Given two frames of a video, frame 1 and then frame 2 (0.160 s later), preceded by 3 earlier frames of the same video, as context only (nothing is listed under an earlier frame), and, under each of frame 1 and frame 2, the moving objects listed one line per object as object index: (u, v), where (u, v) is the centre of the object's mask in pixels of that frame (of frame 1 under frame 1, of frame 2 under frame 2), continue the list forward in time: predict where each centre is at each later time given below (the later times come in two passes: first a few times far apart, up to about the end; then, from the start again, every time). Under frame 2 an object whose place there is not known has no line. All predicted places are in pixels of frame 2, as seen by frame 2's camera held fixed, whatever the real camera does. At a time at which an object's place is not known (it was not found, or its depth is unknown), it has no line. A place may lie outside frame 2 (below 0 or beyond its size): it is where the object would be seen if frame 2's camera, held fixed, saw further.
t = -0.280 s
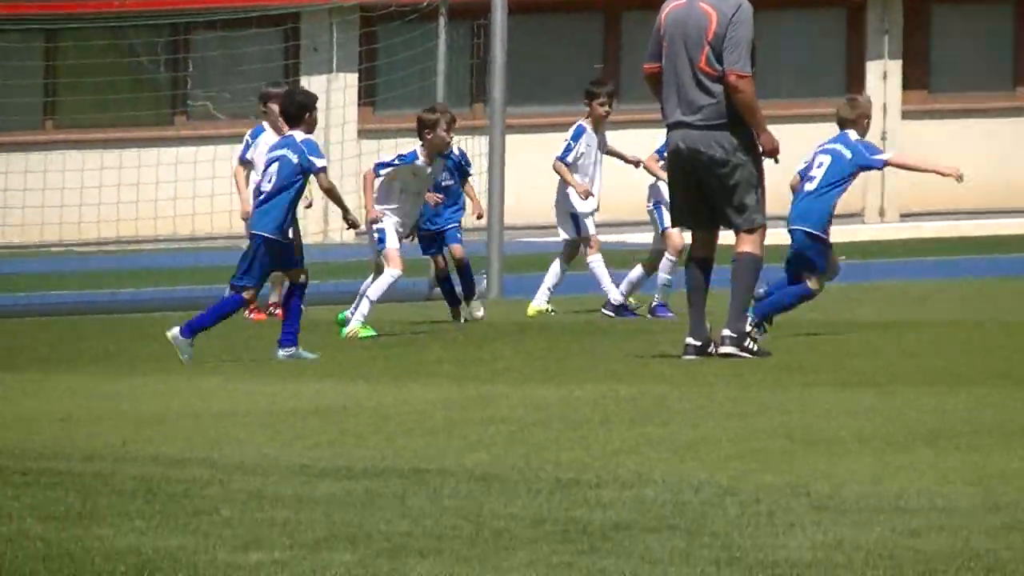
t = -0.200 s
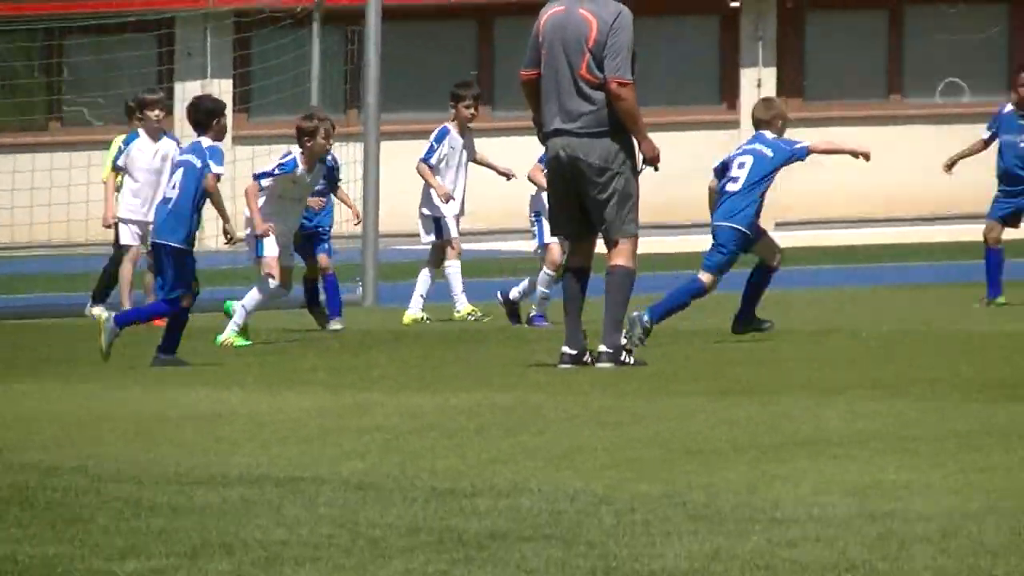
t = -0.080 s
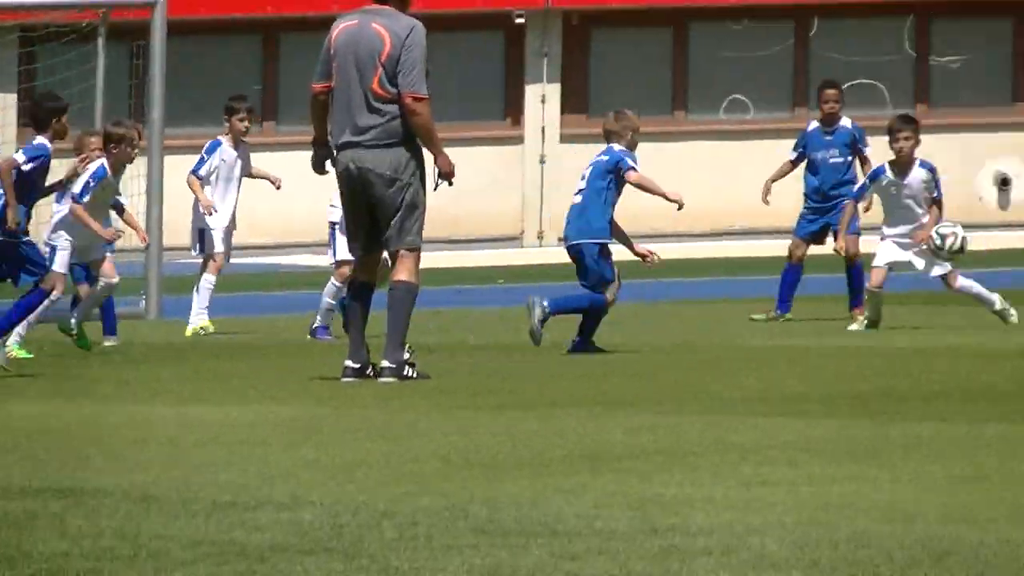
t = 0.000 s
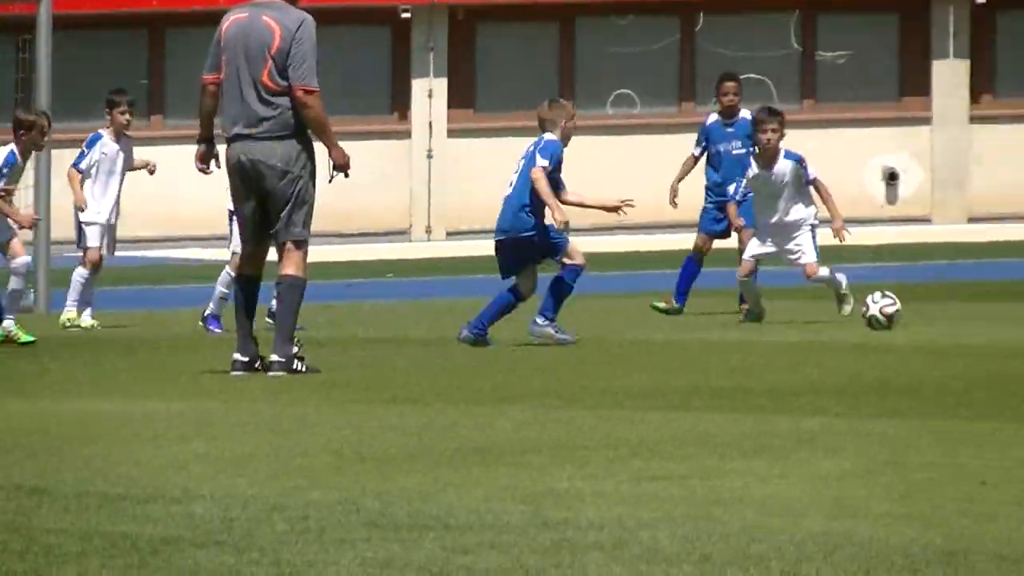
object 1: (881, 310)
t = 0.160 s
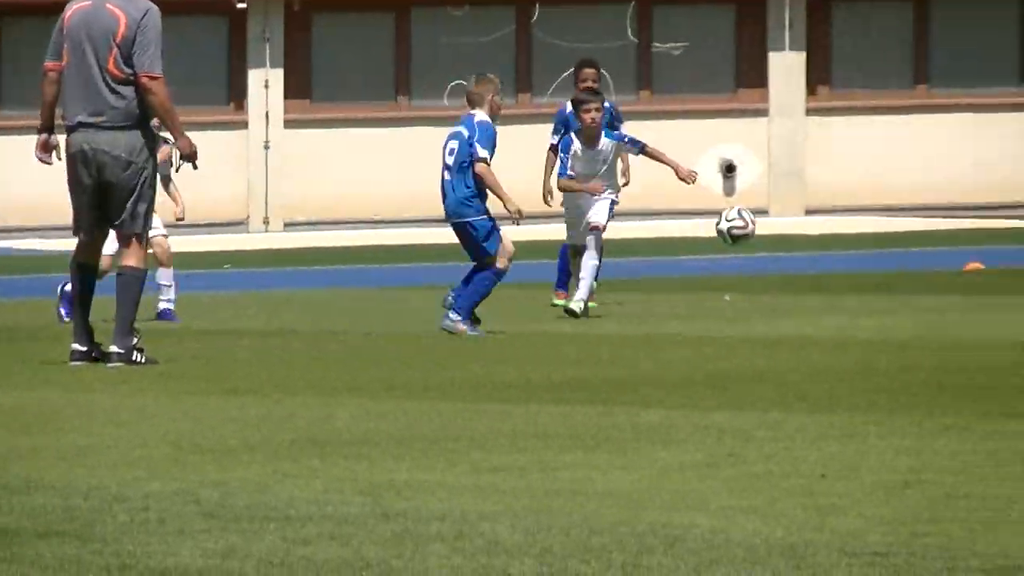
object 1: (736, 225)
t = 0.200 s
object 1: (737, 211)
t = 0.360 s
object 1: (746, 177)
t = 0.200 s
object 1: (737, 211)
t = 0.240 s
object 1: (738, 198)
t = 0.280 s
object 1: (739, 189)
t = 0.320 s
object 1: (741, 181)
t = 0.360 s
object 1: (746, 177)
